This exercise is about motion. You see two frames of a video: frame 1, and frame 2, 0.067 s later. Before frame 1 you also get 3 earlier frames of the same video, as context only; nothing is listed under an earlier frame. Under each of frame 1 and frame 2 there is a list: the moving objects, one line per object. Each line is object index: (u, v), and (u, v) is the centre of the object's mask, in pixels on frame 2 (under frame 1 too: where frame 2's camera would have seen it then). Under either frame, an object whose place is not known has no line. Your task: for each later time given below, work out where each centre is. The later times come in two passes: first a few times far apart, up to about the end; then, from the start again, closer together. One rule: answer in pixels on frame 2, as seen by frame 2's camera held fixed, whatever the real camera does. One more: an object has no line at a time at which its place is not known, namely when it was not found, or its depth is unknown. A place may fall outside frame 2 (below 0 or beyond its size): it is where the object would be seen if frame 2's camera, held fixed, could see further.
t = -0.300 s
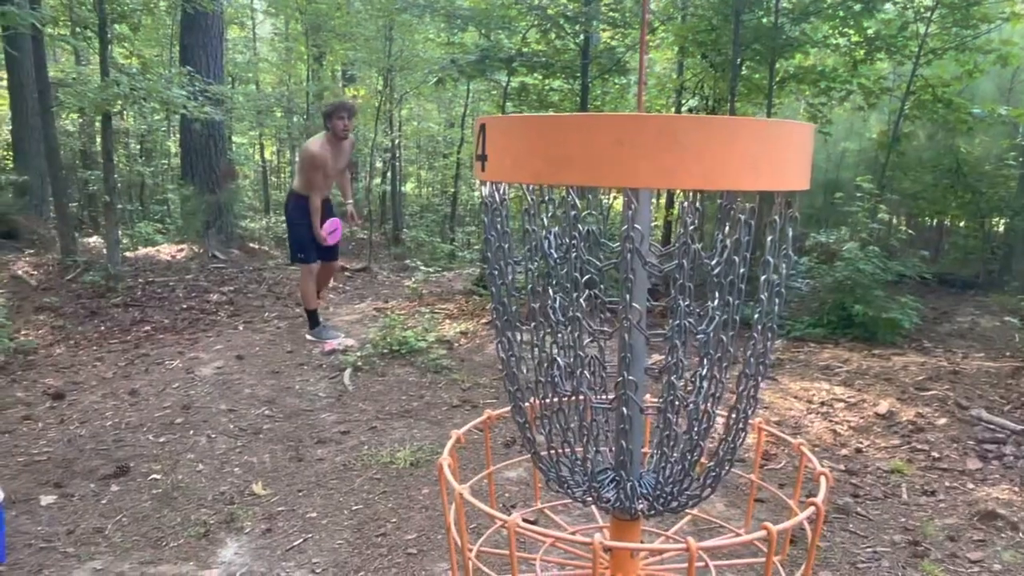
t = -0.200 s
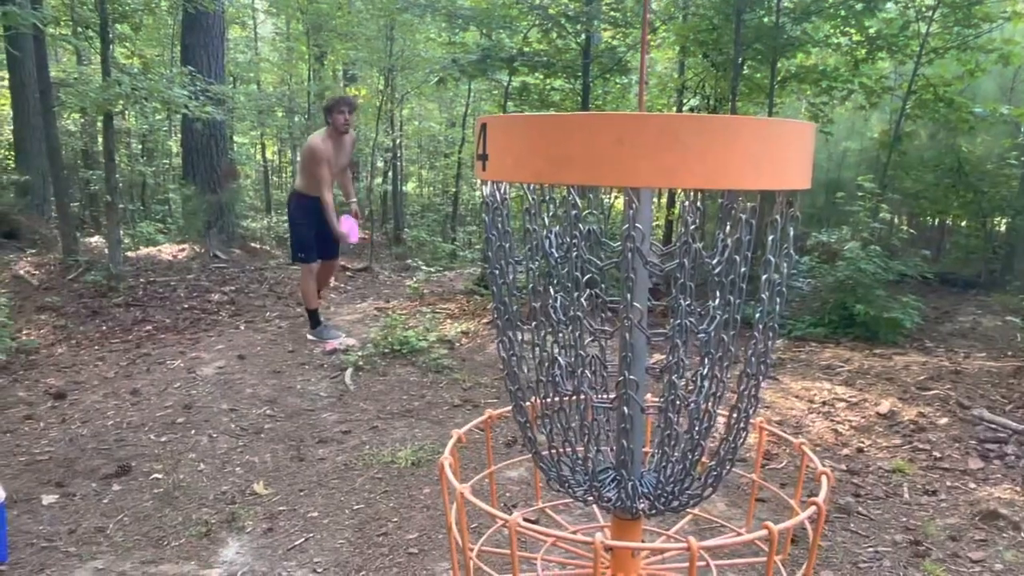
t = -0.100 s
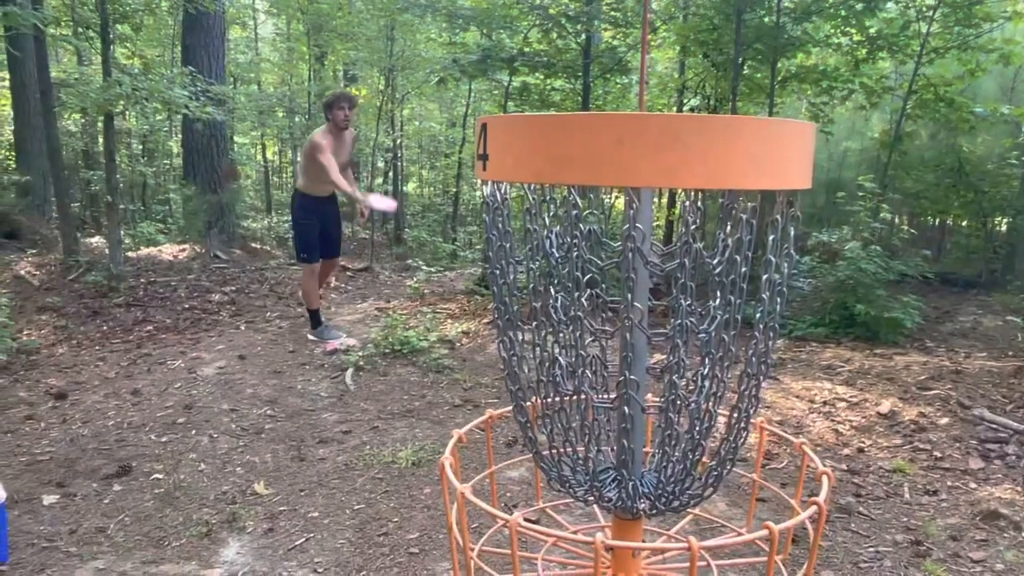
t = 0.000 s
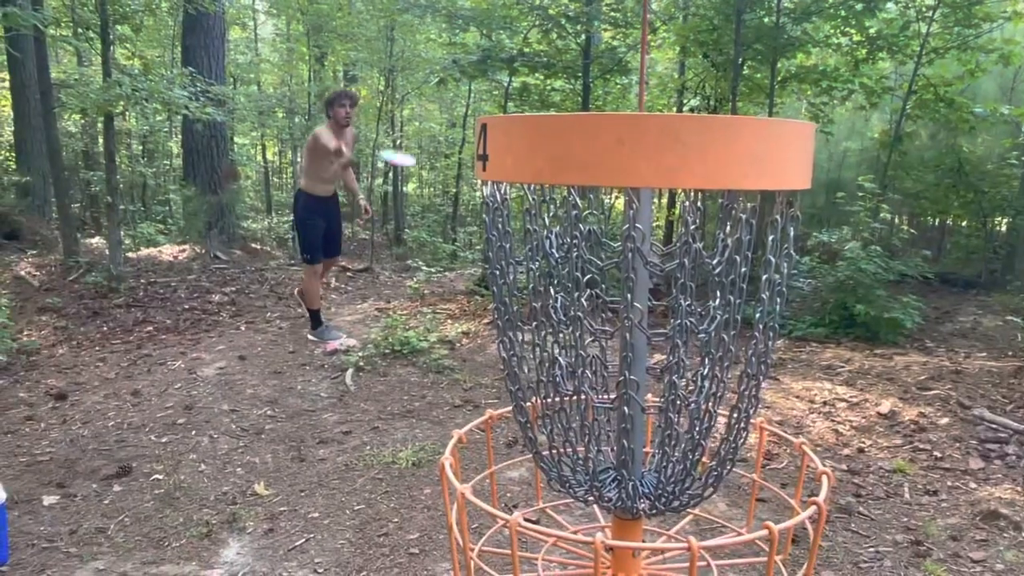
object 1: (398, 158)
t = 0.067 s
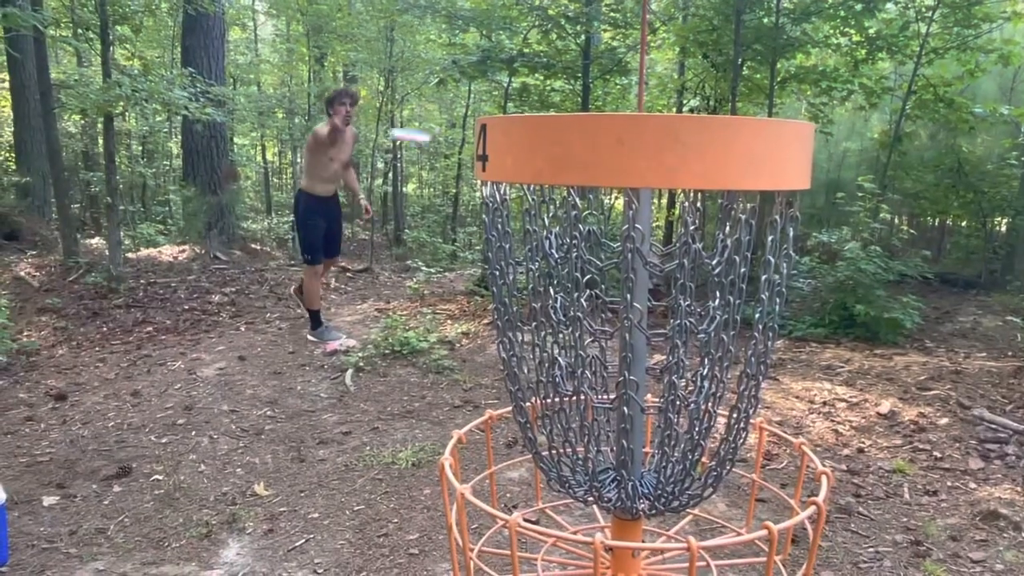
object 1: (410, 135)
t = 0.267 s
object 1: (459, 118)
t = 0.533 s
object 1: (660, 311)
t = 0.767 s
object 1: (665, 422)
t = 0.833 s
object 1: (666, 424)
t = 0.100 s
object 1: (417, 126)
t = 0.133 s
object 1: (425, 120)
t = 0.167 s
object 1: (434, 116)
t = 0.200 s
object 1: (443, 115)
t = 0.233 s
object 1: (453, 115)
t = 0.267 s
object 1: (459, 118)
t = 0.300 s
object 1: (464, 125)
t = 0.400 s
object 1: (549, 198)
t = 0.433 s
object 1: (579, 238)
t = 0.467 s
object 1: (601, 265)
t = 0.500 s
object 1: (601, 283)
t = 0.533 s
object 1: (660, 311)
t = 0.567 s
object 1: (650, 324)
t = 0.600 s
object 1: (667, 348)
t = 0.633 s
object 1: (667, 371)
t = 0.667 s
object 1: (666, 386)
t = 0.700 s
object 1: (665, 414)
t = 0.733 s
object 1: (676, 417)
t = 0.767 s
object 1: (665, 422)
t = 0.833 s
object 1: (666, 424)
